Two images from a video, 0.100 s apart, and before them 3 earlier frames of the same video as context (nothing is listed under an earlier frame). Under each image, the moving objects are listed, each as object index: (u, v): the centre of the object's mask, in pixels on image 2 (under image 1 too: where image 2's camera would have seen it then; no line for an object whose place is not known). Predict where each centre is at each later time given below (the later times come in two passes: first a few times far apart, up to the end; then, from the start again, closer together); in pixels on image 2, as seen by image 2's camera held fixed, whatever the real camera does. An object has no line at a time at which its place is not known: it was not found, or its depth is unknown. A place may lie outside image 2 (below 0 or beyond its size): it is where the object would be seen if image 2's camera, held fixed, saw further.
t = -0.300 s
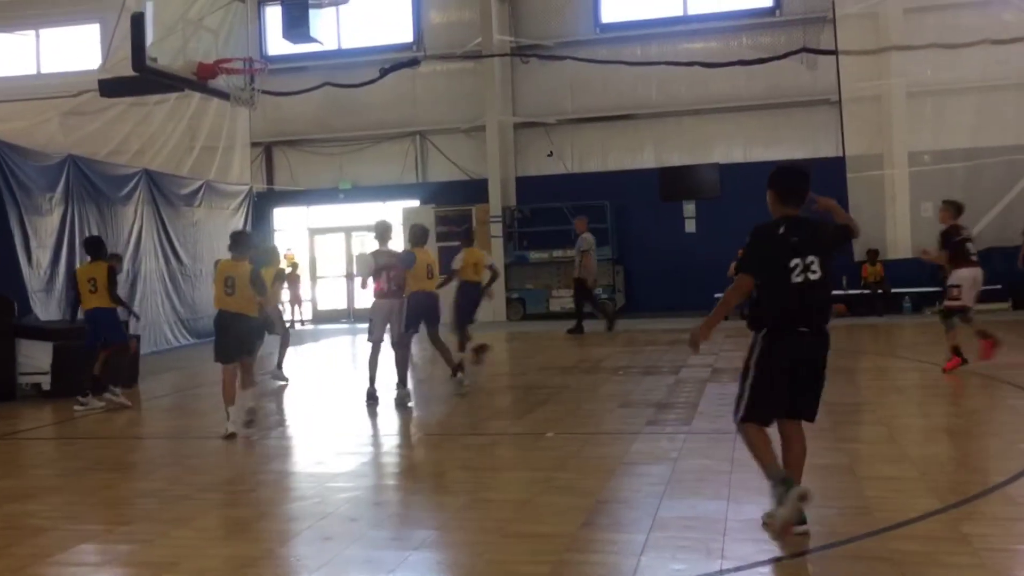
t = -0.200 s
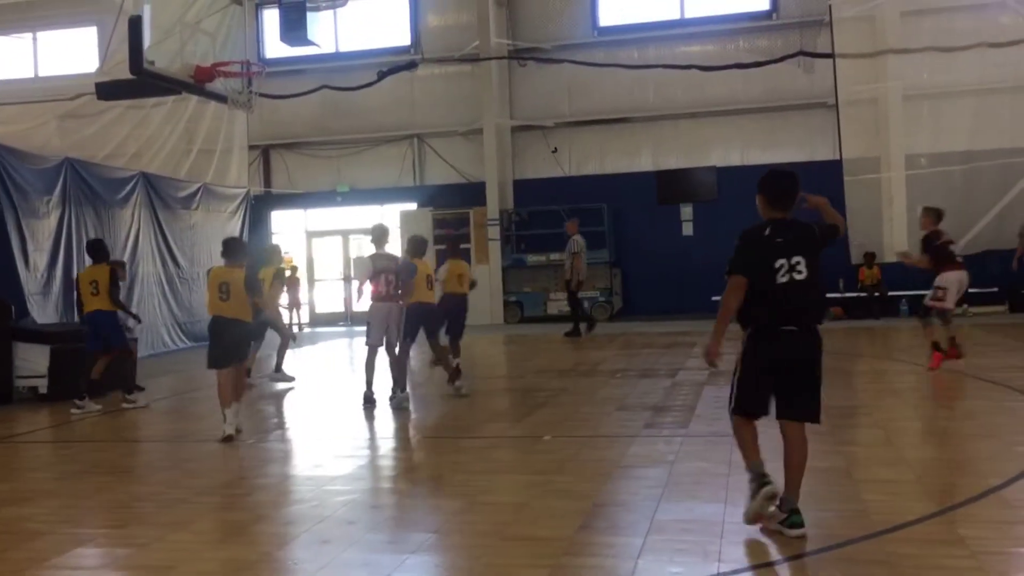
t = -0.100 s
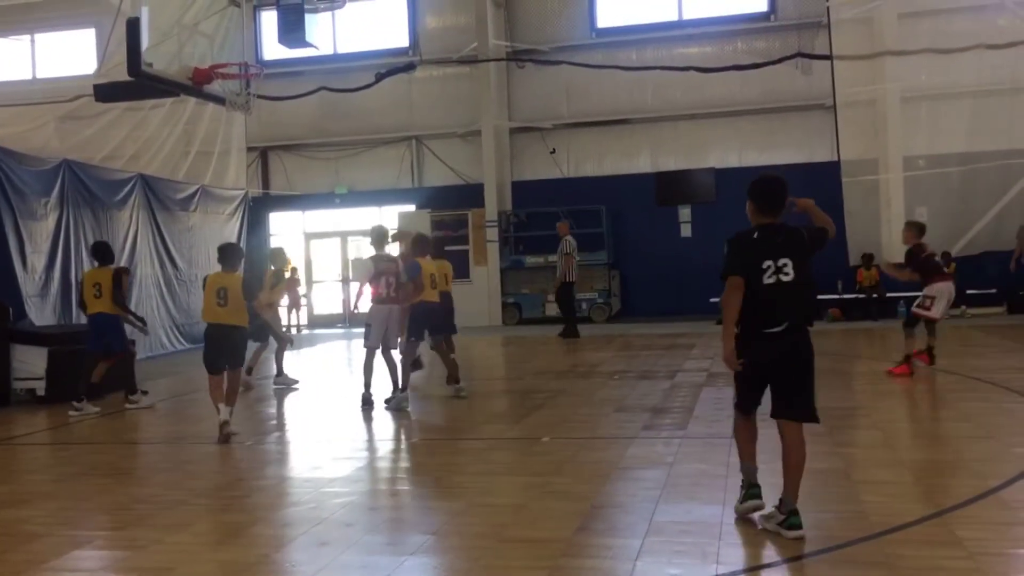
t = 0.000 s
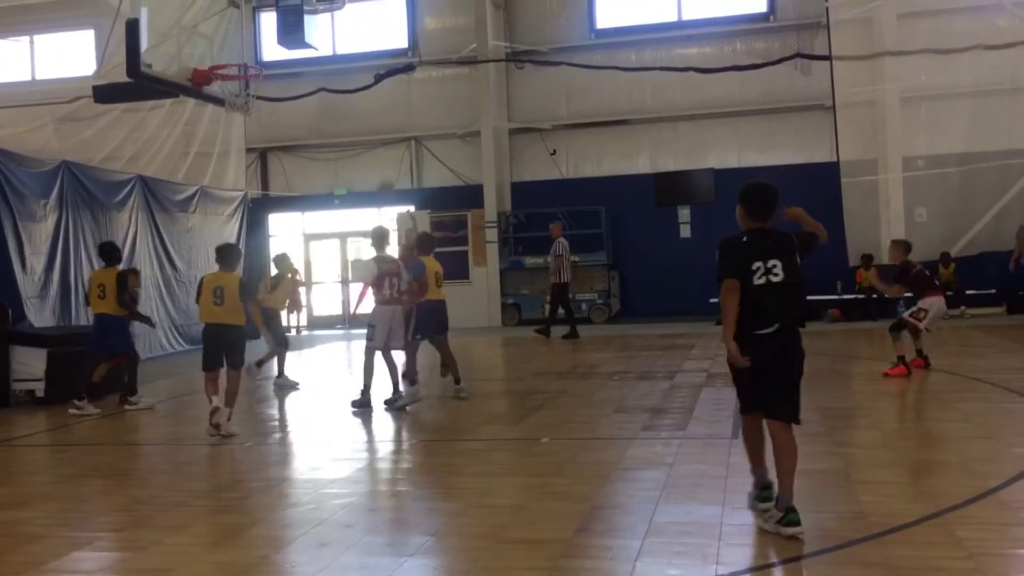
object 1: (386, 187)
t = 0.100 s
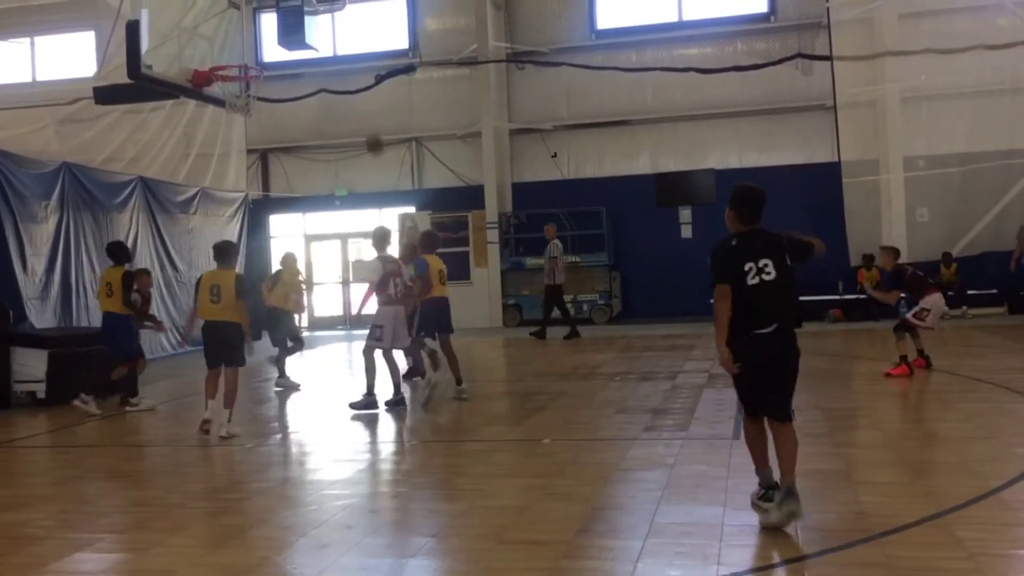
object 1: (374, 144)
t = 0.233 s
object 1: (358, 93)
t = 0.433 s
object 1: (330, 37)
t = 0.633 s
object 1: (302, 7)
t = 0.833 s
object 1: (270, 18)
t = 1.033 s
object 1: (237, 75)
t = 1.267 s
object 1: (233, 128)
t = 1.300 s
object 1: (234, 138)
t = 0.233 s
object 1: (358, 93)
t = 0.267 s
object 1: (353, 82)
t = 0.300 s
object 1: (349, 73)
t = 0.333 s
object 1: (344, 67)
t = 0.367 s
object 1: (339, 52)
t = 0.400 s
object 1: (335, 45)
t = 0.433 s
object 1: (330, 37)
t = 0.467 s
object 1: (325, 30)
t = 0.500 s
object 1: (320, 24)
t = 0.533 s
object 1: (315, 19)
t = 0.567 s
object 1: (311, 14)
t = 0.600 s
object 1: (307, 9)
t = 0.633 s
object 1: (302, 7)
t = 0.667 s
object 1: (297, 6)
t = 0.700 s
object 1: (296, 5)
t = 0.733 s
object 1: (292, 9)
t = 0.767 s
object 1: (281, 11)
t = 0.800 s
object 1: (274, 14)
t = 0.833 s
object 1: (270, 18)
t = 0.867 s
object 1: (264, 26)
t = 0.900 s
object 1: (258, 33)
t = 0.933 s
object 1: (253, 41)
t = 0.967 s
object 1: (247, 51)
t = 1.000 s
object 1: (242, 61)
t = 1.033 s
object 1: (237, 75)
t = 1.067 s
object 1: (234, 87)
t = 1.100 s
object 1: (232, 92)
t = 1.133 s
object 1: (231, 97)
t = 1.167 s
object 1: (232, 105)
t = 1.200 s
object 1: (233, 111)
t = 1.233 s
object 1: (233, 118)
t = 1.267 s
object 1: (233, 128)
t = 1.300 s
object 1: (234, 138)
